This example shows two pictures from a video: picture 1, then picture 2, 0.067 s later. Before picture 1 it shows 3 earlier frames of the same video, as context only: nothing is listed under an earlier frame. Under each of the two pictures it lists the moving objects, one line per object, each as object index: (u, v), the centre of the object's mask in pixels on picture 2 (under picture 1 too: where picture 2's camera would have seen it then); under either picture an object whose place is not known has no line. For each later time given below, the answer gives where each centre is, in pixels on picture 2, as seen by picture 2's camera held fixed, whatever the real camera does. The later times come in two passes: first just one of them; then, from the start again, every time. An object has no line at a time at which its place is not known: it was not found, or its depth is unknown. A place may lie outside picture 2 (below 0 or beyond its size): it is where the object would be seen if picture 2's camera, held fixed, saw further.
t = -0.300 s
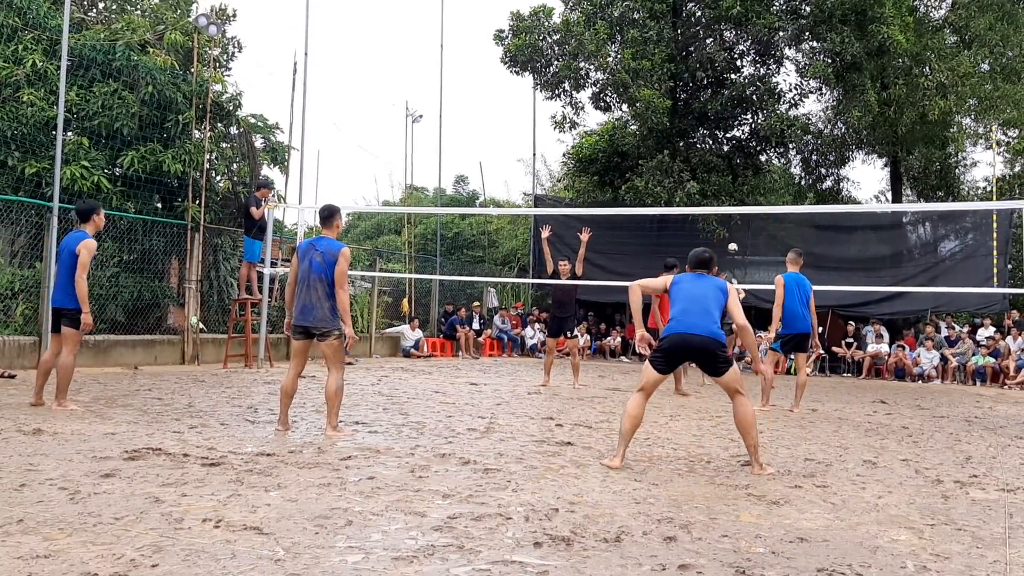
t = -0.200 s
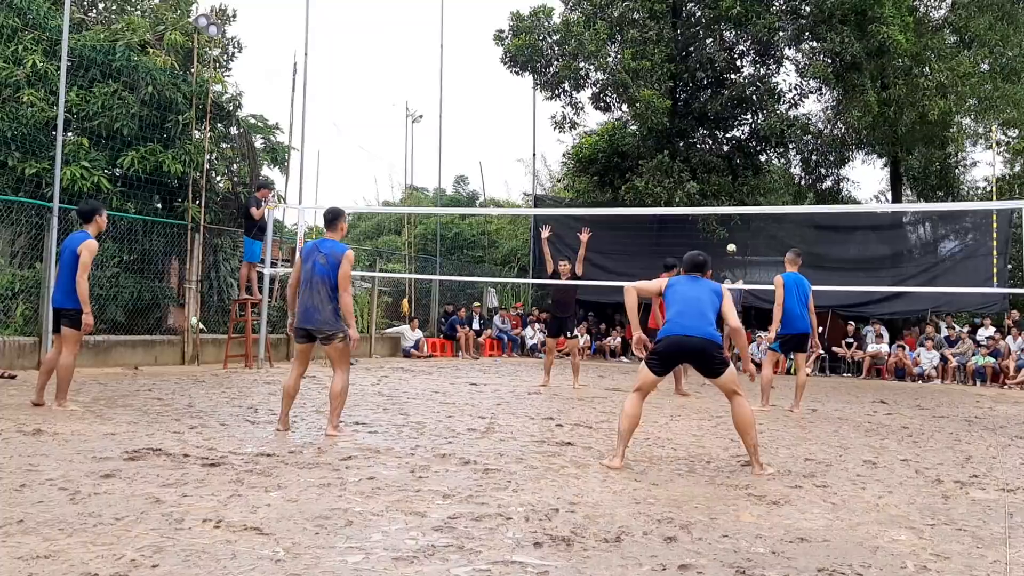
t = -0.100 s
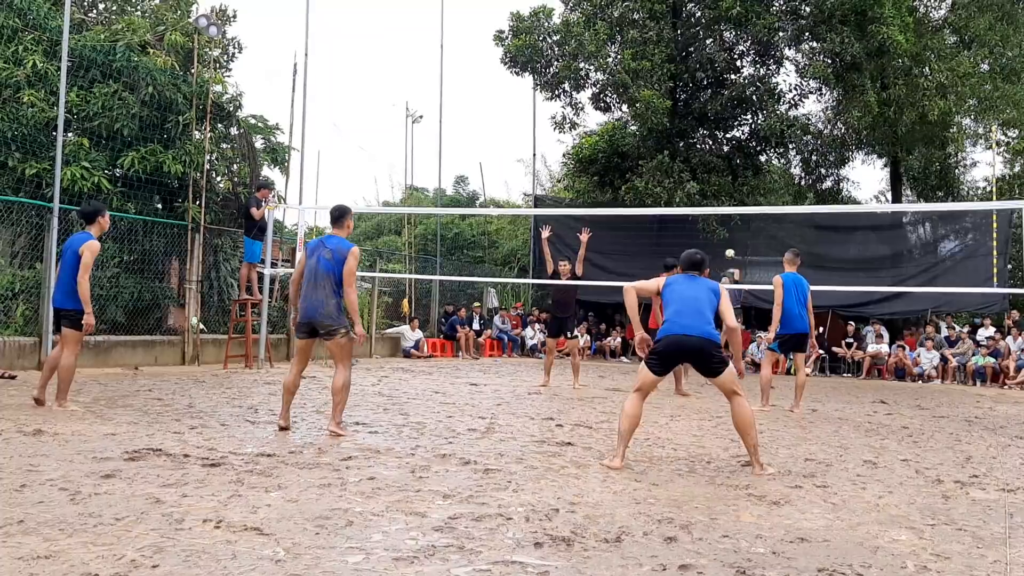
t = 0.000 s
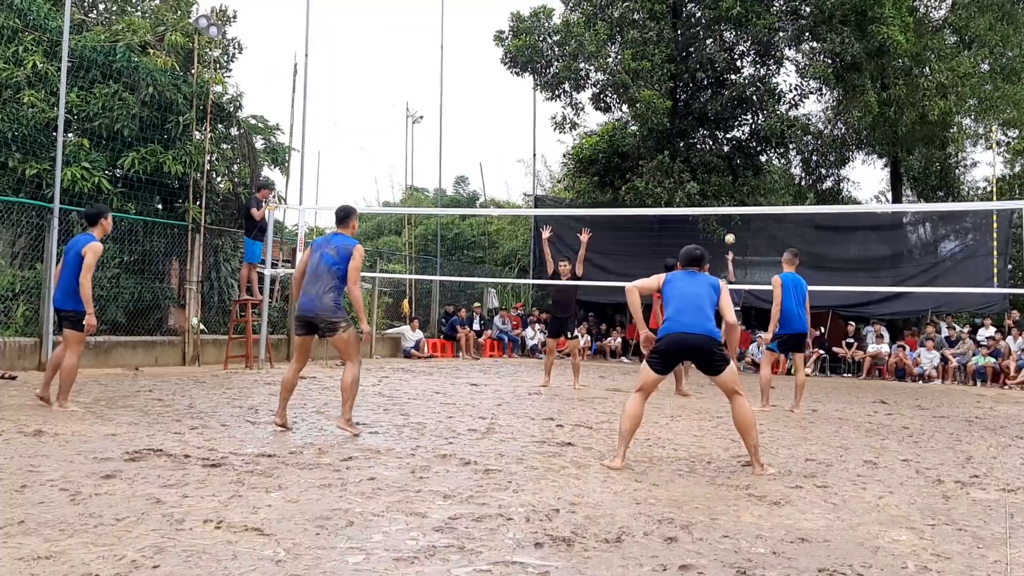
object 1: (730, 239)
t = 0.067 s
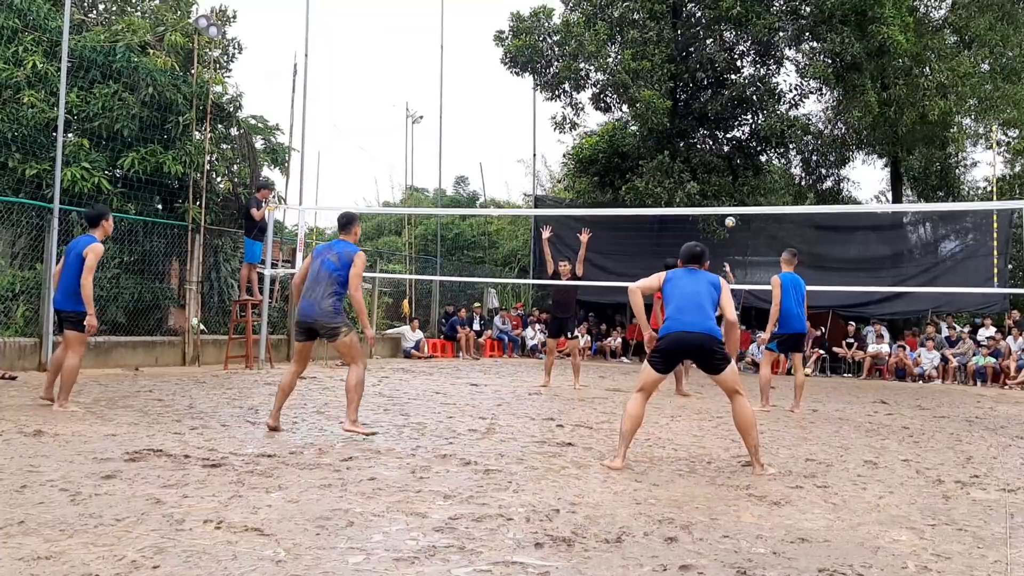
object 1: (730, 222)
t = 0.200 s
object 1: (731, 191)
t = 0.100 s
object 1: (730, 216)
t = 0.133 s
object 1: (730, 204)
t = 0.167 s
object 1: (731, 198)
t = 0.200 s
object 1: (731, 191)
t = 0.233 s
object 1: (731, 185)
